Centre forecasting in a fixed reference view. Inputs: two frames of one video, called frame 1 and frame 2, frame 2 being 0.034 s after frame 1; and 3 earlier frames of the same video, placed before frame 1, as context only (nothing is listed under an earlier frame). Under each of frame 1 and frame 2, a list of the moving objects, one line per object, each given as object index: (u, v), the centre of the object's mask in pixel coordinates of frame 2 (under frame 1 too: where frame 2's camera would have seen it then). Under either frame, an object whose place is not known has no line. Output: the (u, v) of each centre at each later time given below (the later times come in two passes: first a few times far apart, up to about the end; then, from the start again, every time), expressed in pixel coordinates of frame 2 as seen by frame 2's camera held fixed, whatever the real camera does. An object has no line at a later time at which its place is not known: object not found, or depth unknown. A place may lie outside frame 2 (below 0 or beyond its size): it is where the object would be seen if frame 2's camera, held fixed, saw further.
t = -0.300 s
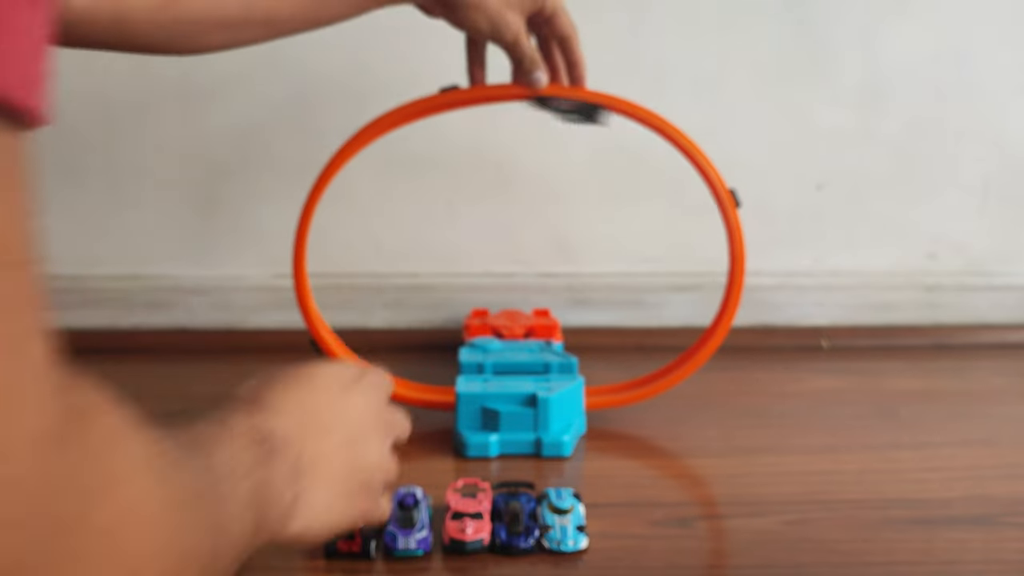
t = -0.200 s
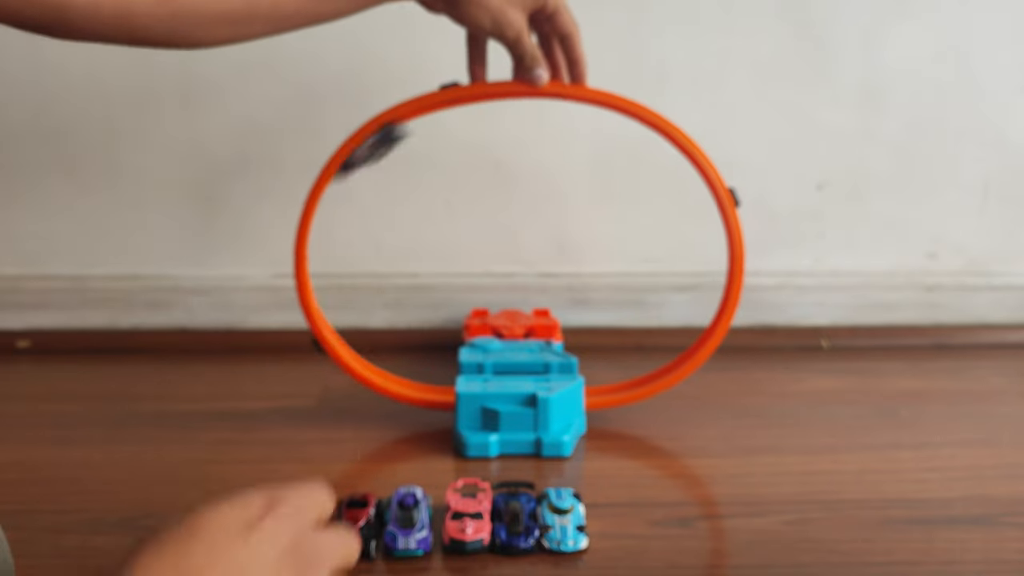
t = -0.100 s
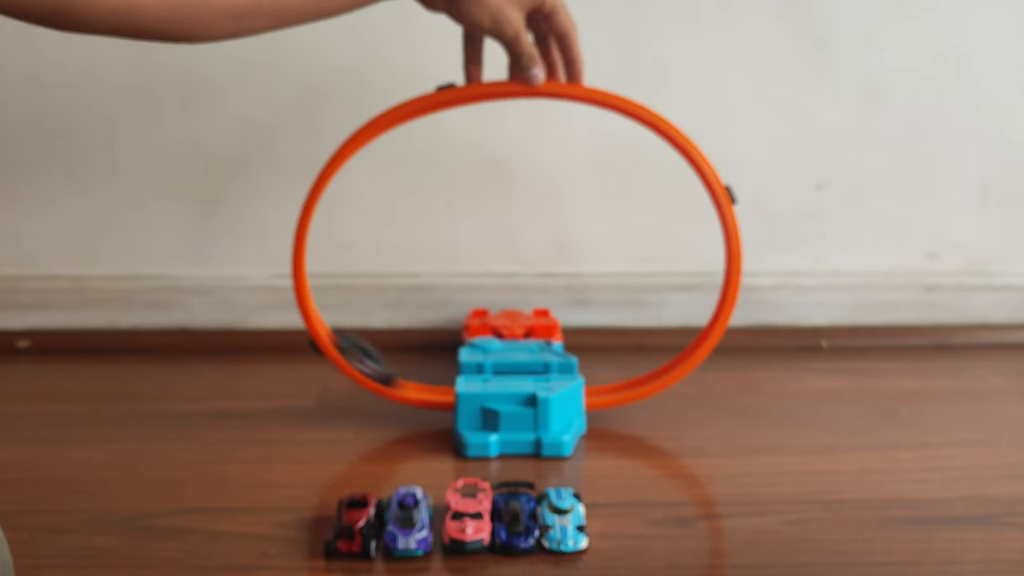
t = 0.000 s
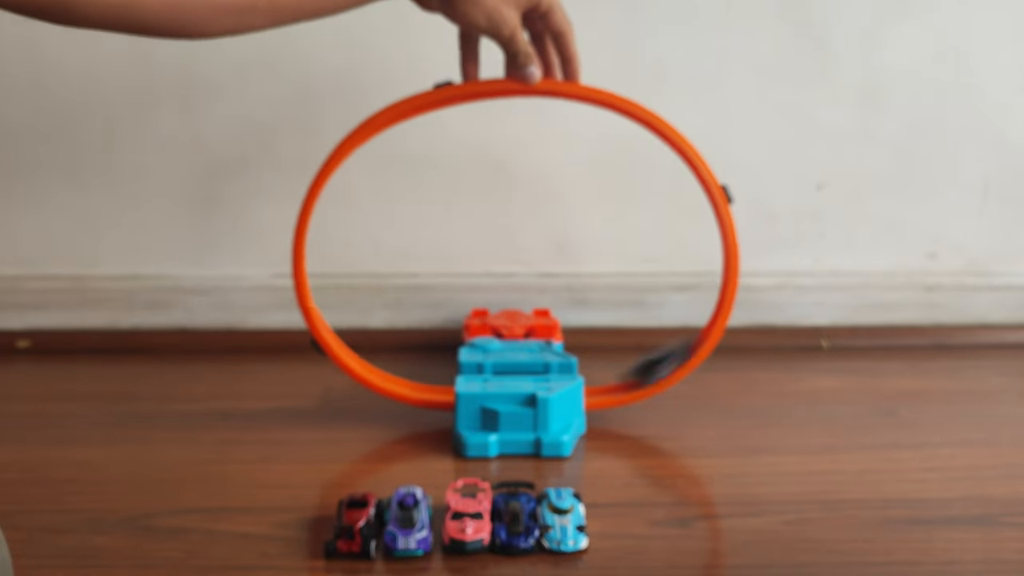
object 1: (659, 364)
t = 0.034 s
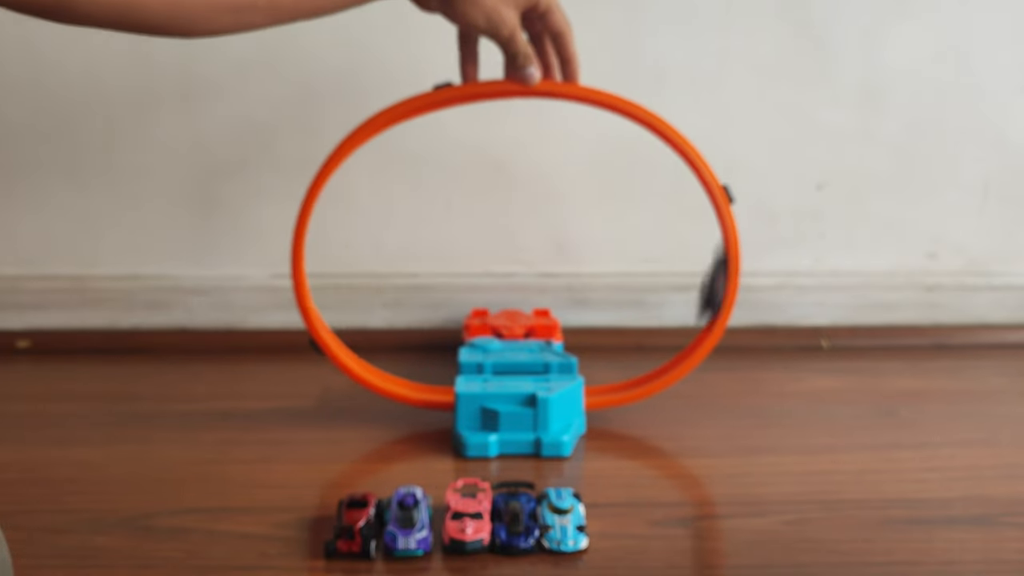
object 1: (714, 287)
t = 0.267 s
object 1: (422, 135)
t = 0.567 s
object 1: (278, 363)
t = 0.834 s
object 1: (236, 363)
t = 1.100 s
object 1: (232, 359)
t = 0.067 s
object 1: (706, 209)
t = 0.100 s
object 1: (669, 154)
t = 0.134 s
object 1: (623, 121)
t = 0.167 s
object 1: (573, 103)
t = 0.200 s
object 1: (523, 100)
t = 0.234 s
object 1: (471, 111)
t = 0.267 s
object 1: (422, 135)
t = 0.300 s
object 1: (373, 172)
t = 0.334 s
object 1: (329, 222)
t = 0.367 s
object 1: (317, 279)
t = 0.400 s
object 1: (307, 351)
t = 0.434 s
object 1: (304, 382)
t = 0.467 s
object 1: (297, 365)
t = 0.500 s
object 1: (290, 354)
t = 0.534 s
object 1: (285, 354)
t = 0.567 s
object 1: (278, 363)
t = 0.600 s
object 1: (270, 380)
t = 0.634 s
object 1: (264, 364)
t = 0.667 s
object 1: (256, 362)
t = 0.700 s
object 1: (249, 367)
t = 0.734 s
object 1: (242, 364)
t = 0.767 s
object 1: (237, 364)
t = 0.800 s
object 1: (237, 364)
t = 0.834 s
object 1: (236, 363)
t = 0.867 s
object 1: (234, 360)
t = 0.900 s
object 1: (233, 362)
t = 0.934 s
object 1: (232, 359)
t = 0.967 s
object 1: (232, 360)
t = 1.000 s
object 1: (232, 360)
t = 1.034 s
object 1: (232, 360)
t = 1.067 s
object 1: (232, 360)
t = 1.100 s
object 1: (232, 359)
